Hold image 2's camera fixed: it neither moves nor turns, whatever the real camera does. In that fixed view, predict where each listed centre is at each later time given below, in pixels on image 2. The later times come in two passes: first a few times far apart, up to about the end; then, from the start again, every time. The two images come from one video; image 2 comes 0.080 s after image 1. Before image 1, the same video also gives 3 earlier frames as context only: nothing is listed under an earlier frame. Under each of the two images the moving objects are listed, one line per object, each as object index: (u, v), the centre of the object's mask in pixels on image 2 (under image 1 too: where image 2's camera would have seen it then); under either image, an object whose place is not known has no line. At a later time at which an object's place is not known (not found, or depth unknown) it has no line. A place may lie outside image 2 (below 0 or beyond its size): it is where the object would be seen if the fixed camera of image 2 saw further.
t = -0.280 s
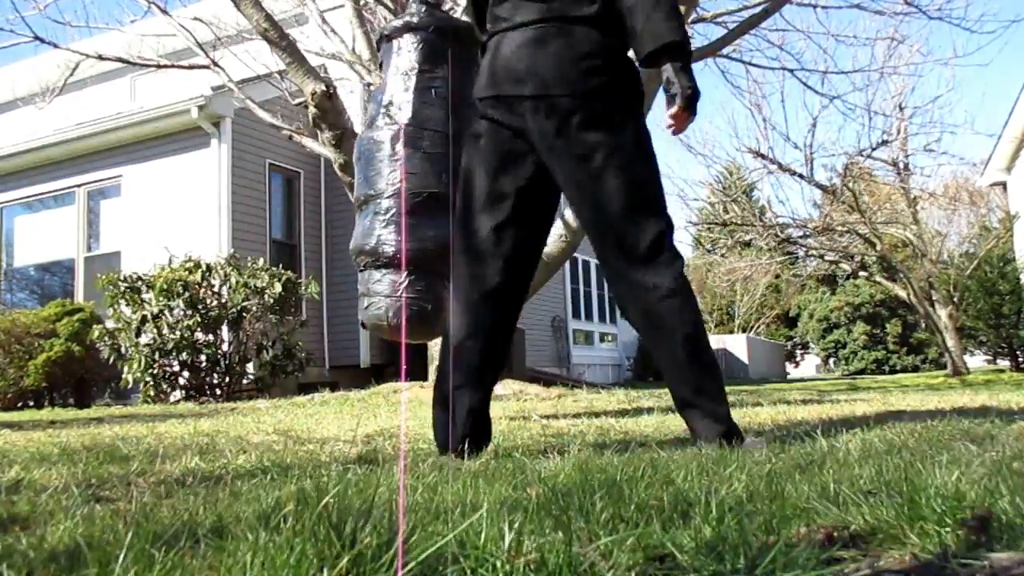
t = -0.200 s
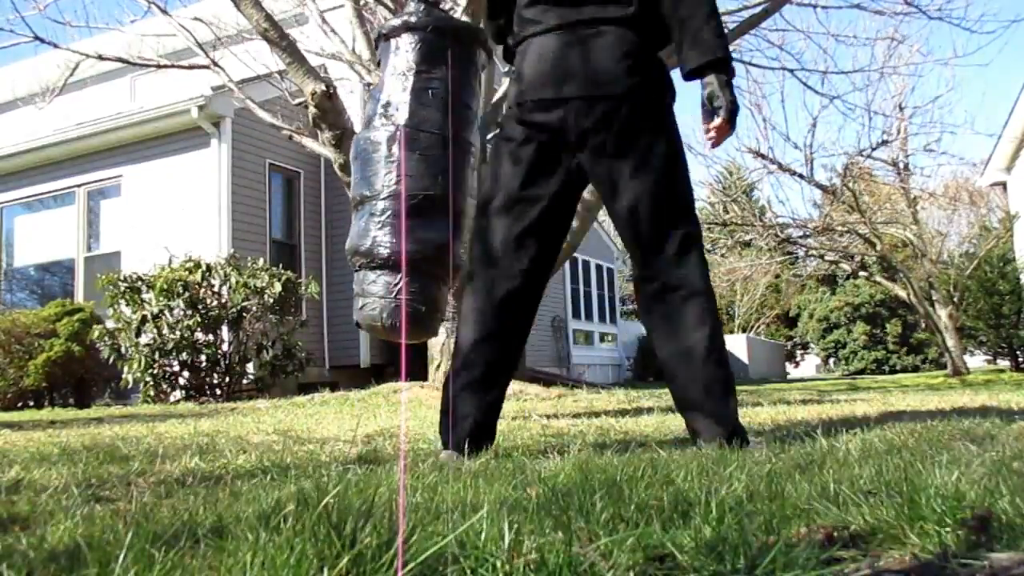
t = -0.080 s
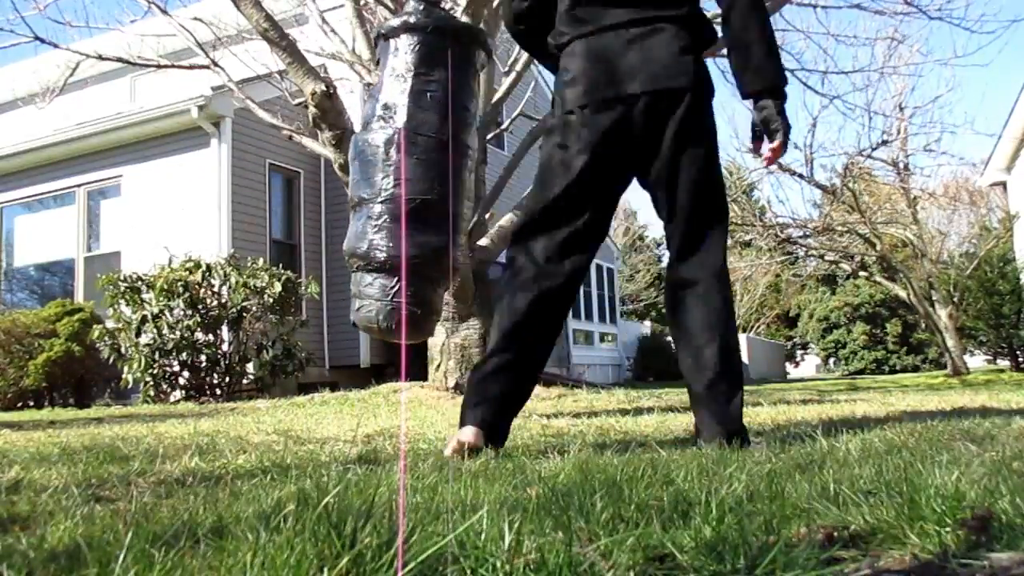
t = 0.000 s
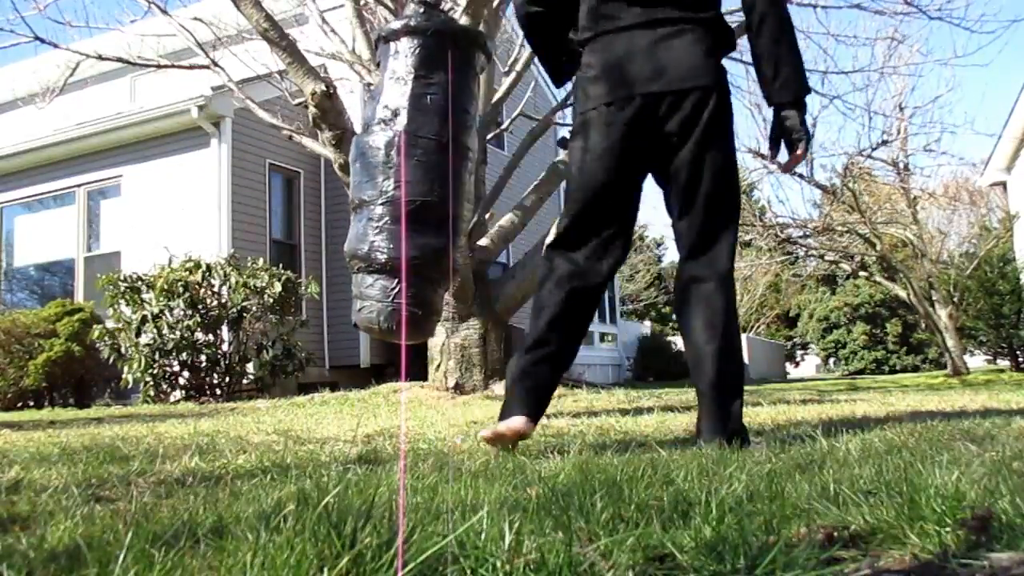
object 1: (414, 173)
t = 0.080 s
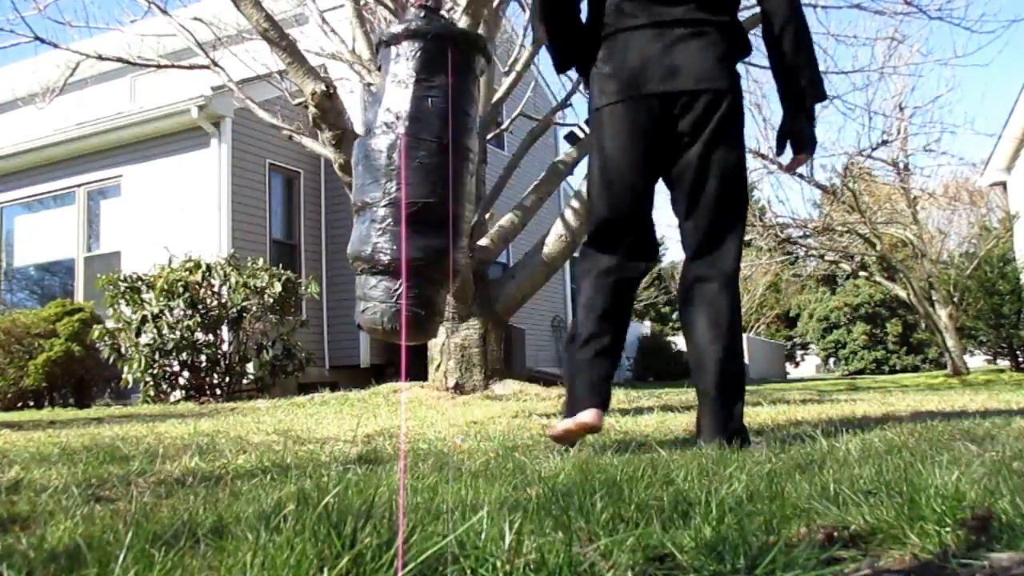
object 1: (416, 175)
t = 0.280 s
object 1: (427, 179)
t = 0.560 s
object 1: (453, 179)
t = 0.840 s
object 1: (484, 180)
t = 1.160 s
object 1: (511, 180)
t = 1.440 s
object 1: (517, 175)
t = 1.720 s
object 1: (506, 174)
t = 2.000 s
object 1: (479, 173)
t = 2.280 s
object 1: (449, 170)
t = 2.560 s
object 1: (425, 169)
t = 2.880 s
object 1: (422, 171)
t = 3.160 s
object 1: (437, 176)
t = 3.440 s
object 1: (463, 180)
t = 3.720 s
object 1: (488, 180)
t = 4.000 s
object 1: (506, 179)
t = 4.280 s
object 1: (510, 177)
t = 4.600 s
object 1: (495, 174)
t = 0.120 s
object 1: (417, 176)
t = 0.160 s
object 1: (419, 177)
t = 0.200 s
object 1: (422, 178)
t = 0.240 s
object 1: (425, 178)
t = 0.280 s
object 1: (427, 179)
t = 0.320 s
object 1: (430, 179)
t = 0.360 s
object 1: (434, 179)
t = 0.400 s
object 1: (438, 178)
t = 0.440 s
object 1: (442, 178)
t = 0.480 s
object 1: (446, 179)
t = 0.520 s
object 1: (450, 179)
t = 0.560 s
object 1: (453, 179)
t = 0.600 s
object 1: (459, 181)
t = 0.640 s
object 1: (462, 181)
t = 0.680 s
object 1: (467, 181)
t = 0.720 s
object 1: (471, 182)
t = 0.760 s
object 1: (476, 182)
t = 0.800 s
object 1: (481, 182)
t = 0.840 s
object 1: (484, 180)
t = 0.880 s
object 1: (488, 179)
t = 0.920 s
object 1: (492, 179)
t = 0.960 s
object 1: (496, 180)
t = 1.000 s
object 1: (500, 179)
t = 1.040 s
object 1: (503, 180)
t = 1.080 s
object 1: (506, 180)
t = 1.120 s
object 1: (509, 180)
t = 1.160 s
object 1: (511, 180)
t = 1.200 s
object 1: (513, 179)
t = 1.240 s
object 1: (514, 178)
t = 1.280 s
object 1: (516, 177)
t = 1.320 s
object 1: (516, 175)
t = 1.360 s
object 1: (517, 175)
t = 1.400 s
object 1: (517, 175)
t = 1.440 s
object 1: (517, 175)
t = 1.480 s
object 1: (516, 175)
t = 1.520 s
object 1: (515, 175)
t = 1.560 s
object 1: (514, 175)
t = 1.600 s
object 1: (512, 175)
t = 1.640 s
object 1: (511, 175)
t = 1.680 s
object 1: (509, 175)
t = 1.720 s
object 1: (506, 174)
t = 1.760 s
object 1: (503, 172)
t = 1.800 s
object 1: (499, 172)
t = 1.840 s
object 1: (496, 173)
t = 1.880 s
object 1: (491, 172)
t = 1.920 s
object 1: (487, 173)
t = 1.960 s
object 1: (483, 172)
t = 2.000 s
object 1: (479, 173)
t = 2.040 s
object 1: (474, 172)
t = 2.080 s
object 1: (470, 172)
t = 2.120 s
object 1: (466, 171)
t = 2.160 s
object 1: (461, 170)
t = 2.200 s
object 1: (456, 169)
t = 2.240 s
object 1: (452, 169)
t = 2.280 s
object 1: (449, 170)
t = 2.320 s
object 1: (444, 169)
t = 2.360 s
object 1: (440, 169)
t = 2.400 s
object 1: (437, 169)
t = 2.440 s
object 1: (433, 169)
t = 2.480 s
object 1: (431, 169)
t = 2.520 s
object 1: (428, 169)
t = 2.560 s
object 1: (425, 169)
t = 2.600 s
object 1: (424, 169)
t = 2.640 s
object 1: (422, 169)
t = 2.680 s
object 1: (421, 169)
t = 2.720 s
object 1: (421, 169)
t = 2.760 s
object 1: (420, 169)
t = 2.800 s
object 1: (421, 169)
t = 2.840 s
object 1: (421, 170)
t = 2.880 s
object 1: (422, 171)
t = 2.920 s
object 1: (423, 173)
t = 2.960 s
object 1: (424, 173)
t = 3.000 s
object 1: (426, 174)
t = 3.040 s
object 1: (428, 175)
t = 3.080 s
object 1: (431, 176)
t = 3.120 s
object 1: (434, 176)
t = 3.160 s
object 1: (437, 176)
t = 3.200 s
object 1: (440, 176)
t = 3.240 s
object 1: (444, 176)
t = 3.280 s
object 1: (447, 176)
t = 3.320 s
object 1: (450, 177)
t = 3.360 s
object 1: (454, 177)
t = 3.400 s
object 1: (459, 179)
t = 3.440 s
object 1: (463, 180)
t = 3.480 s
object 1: (466, 180)
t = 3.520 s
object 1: (470, 181)
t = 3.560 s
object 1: (474, 180)
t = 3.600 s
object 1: (478, 180)
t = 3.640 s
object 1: (481, 179)
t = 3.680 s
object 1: (485, 181)
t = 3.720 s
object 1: (488, 180)
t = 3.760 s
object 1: (491, 180)
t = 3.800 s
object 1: (495, 180)
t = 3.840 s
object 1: (497, 179)
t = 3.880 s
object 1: (500, 179)
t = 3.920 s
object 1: (502, 179)
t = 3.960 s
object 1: (504, 179)
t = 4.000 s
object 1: (506, 179)
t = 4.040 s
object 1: (508, 178)
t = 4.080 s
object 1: (509, 178)
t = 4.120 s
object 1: (510, 177)
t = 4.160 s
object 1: (510, 177)
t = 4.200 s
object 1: (510, 177)
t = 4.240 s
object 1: (511, 177)
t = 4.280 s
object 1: (510, 177)
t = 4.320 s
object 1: (509, 177)
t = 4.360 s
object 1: (509, 177)
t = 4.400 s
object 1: (507, 176)
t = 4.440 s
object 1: (506, 176)
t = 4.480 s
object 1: (504, 175)
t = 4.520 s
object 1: (501, 175)
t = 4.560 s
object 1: (498, 175)
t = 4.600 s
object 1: (495, 174)
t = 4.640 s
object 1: (492, 175)
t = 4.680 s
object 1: (489, 175)
